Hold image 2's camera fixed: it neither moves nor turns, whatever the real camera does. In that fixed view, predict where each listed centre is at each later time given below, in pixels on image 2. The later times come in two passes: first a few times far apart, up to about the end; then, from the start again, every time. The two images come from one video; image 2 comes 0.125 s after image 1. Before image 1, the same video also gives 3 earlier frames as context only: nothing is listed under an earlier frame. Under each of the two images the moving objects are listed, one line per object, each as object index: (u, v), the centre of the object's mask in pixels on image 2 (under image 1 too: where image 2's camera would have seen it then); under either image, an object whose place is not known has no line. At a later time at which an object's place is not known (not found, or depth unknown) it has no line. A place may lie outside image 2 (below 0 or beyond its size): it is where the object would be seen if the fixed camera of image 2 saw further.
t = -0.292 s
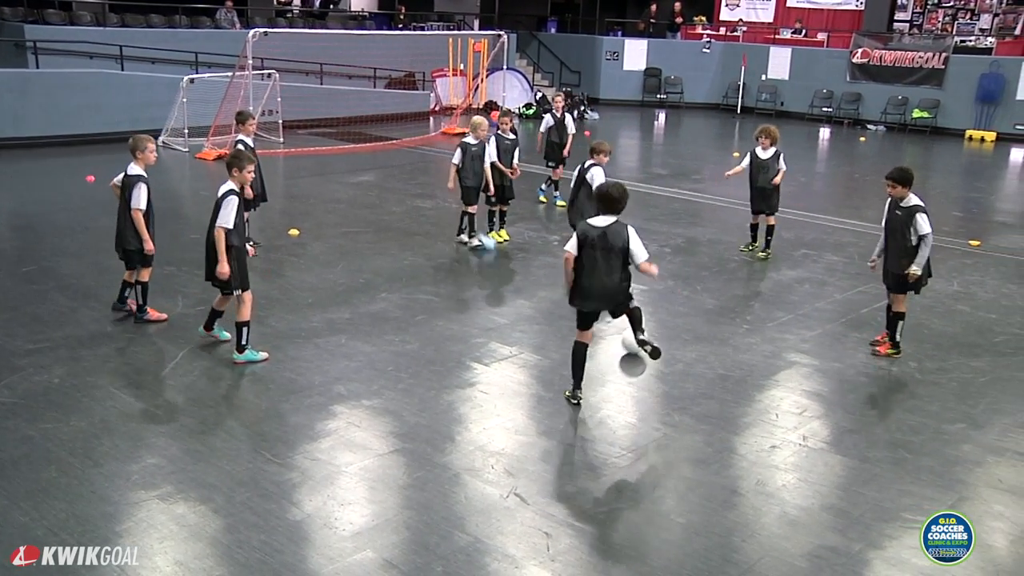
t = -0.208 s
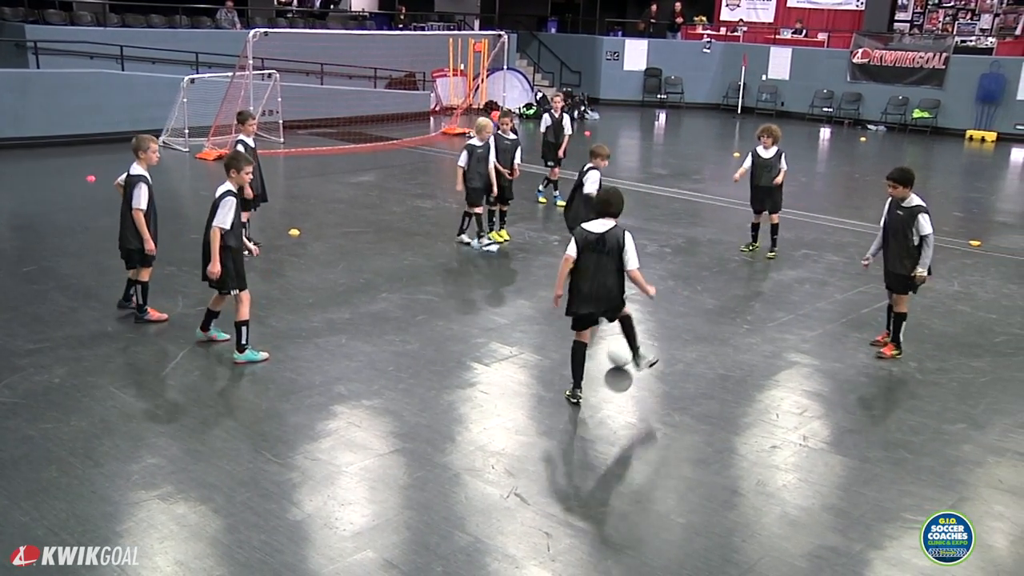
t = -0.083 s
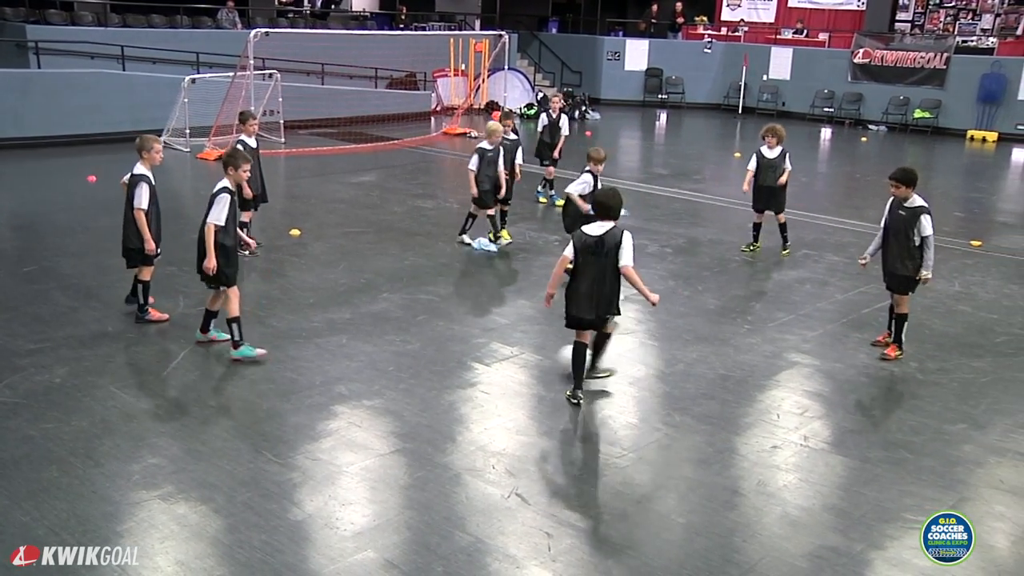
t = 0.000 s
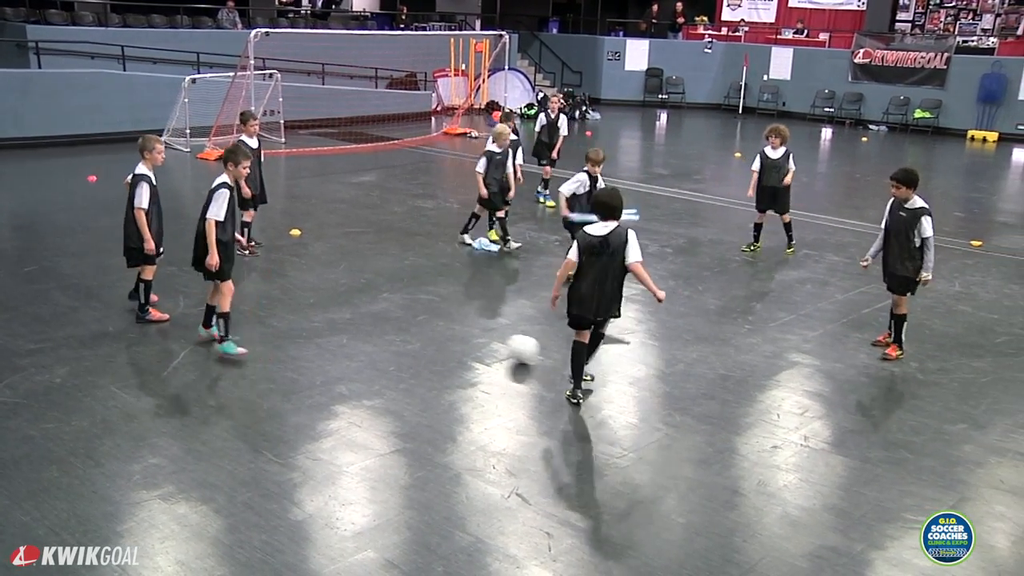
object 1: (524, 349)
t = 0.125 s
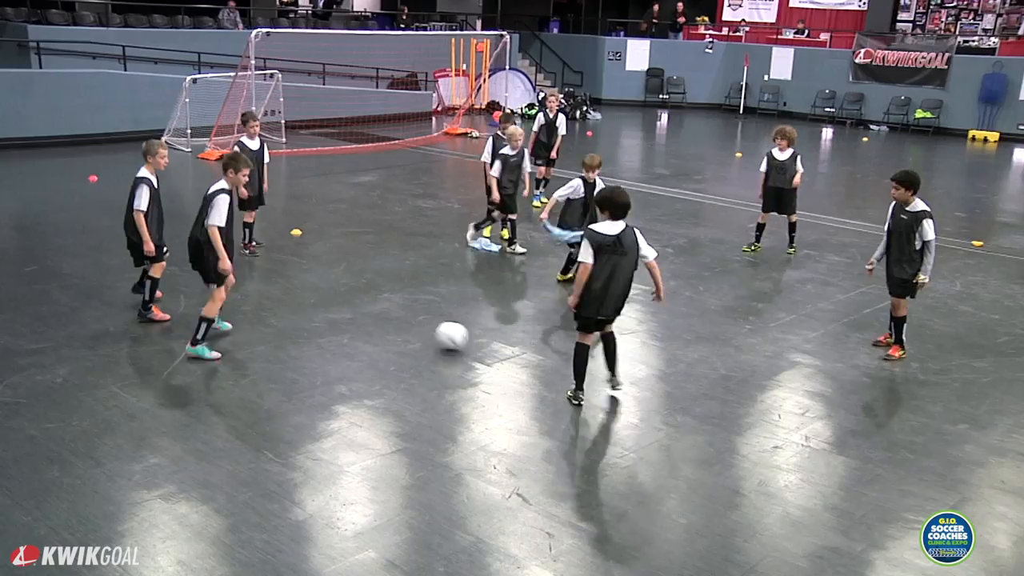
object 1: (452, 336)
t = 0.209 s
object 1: (411, 329)
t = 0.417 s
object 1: (321, 316)
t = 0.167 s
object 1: (430, 333)
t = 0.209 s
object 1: (411, 329)
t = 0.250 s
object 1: (392, 327)
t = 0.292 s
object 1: (373, 324)
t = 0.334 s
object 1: (355, 321)
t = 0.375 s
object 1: (338, 319)
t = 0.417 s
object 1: (321, 316)
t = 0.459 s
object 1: (304, 314)
